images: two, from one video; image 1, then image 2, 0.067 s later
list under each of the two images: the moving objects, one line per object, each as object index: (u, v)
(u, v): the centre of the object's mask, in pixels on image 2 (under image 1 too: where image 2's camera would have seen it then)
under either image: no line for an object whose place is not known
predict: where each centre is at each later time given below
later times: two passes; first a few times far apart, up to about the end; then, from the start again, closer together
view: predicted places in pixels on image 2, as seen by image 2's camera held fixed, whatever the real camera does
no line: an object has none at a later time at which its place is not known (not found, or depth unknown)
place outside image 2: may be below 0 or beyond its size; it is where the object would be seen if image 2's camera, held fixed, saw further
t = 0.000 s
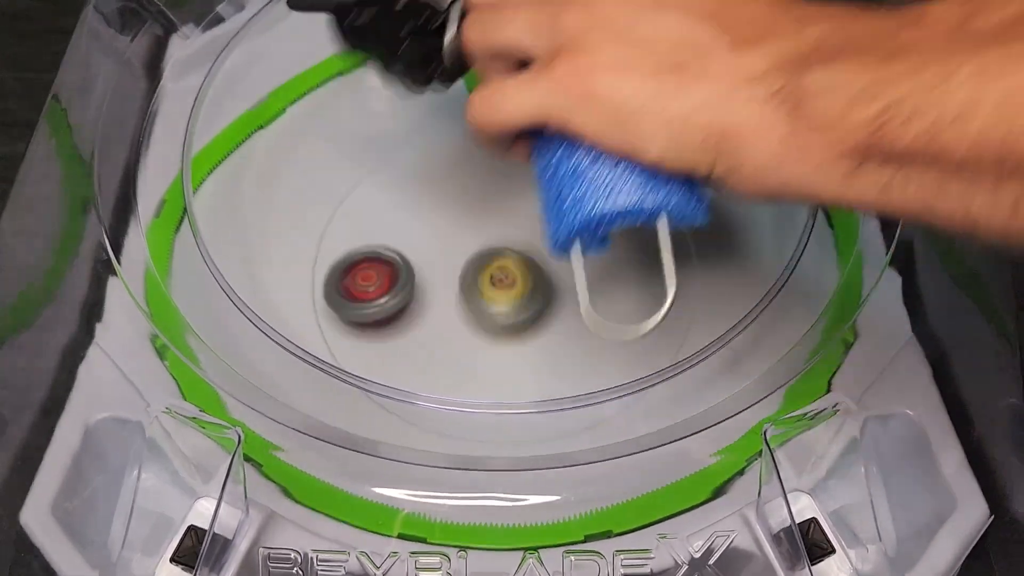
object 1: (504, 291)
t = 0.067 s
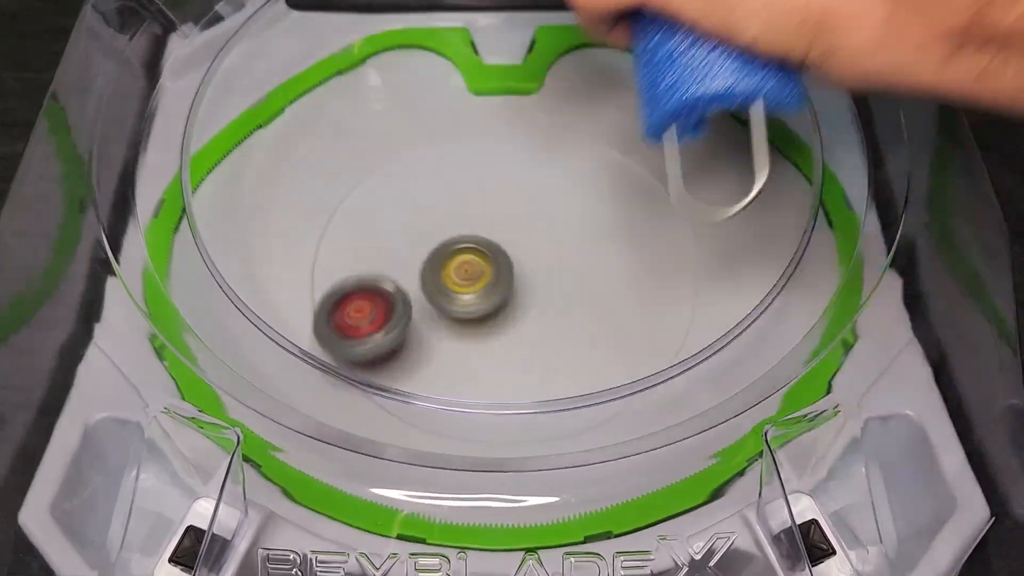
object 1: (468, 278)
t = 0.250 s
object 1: (426, 282)
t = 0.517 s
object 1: (514, 274)
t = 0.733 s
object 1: (505, 249)
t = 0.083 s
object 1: (458, 278)
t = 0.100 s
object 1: (449, 283)
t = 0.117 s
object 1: (440, 290)
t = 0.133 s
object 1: (433, 294)
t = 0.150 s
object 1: (428, 292)
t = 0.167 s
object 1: (425, 290)
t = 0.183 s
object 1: (423, 288)
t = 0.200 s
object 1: (421, 287)
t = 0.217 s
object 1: (421, 285)
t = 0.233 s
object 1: (424, 285)
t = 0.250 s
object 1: (426, 282)
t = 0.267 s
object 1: (429, 282)
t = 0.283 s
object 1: (432, 281)
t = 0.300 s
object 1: (436, 280)
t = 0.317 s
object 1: (442, 280)
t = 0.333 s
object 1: (447, 278)
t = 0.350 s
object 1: (454, 278)
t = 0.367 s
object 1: (461, 278)
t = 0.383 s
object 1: (468, 277)
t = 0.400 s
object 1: (476, 277)
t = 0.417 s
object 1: (483, 277)
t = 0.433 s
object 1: (490, 276)
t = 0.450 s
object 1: (496, 275)
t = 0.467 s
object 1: (502, 275)
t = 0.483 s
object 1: (507, 275)
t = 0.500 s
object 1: (512, 275)
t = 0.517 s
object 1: (514, 274)
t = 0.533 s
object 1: (513, 272)
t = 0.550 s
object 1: (513, 271)
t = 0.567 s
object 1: (514, 269)
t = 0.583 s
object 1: (517, 270)
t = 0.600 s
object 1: (521, 271)
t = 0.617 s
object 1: (524, 271)
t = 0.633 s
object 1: (524, 270)
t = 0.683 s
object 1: (517, 261)
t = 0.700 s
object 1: (513, 257)
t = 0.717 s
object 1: (510, 253)
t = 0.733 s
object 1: (505, 249)
